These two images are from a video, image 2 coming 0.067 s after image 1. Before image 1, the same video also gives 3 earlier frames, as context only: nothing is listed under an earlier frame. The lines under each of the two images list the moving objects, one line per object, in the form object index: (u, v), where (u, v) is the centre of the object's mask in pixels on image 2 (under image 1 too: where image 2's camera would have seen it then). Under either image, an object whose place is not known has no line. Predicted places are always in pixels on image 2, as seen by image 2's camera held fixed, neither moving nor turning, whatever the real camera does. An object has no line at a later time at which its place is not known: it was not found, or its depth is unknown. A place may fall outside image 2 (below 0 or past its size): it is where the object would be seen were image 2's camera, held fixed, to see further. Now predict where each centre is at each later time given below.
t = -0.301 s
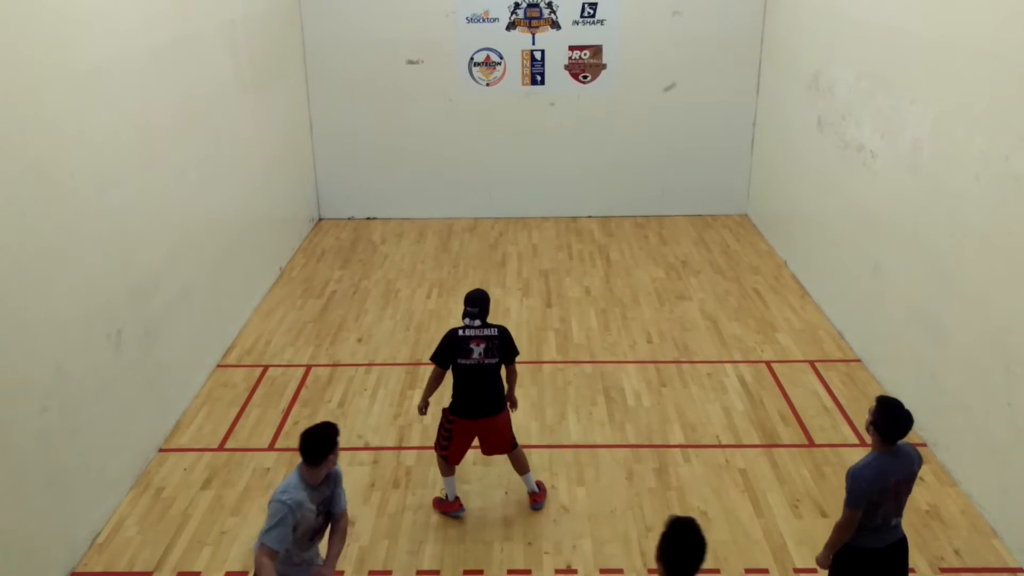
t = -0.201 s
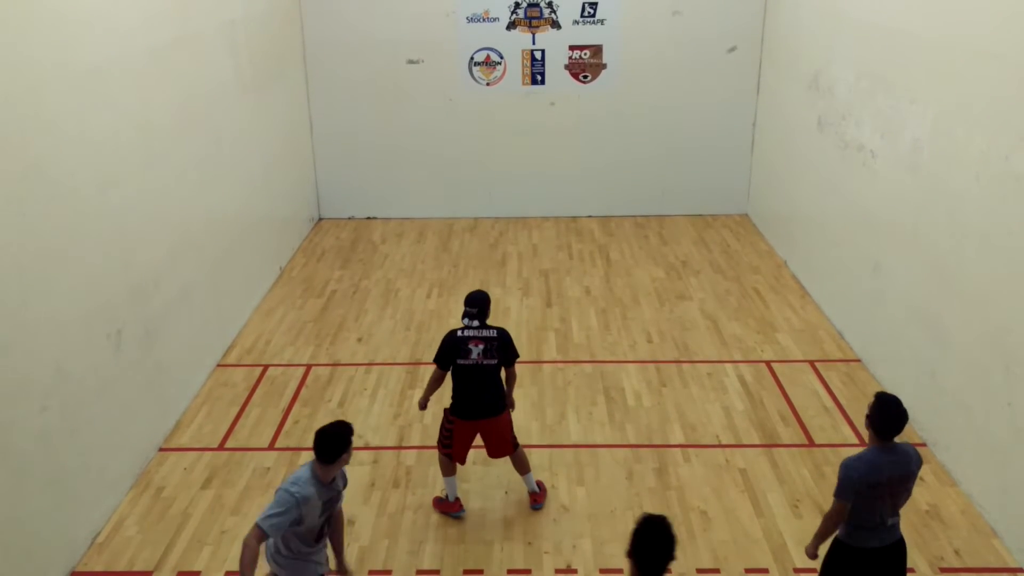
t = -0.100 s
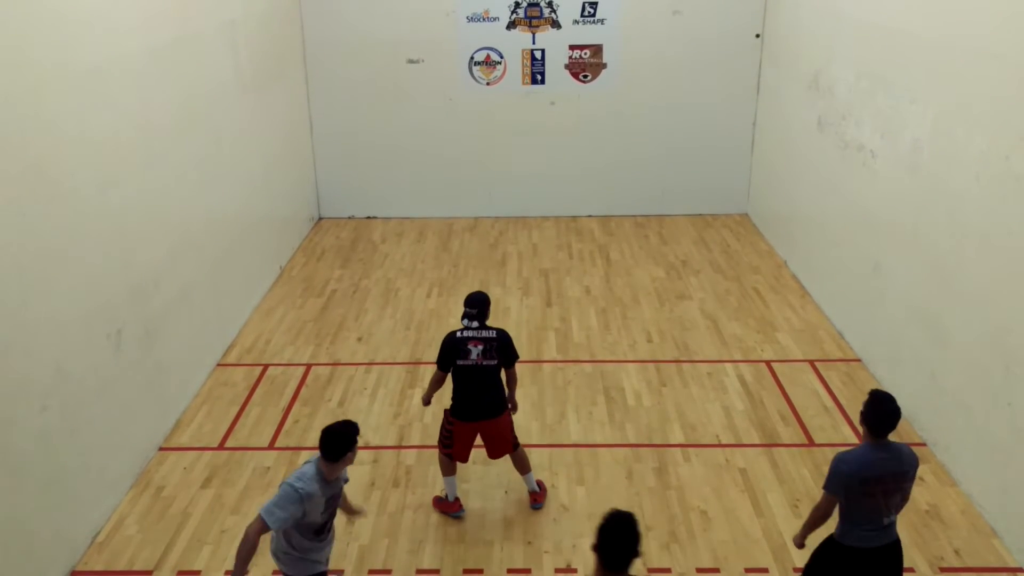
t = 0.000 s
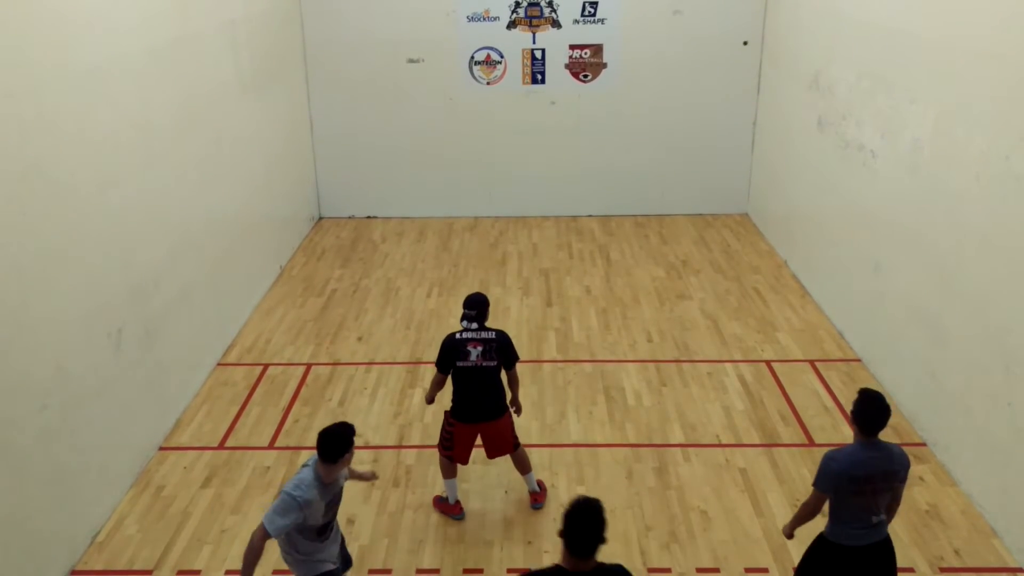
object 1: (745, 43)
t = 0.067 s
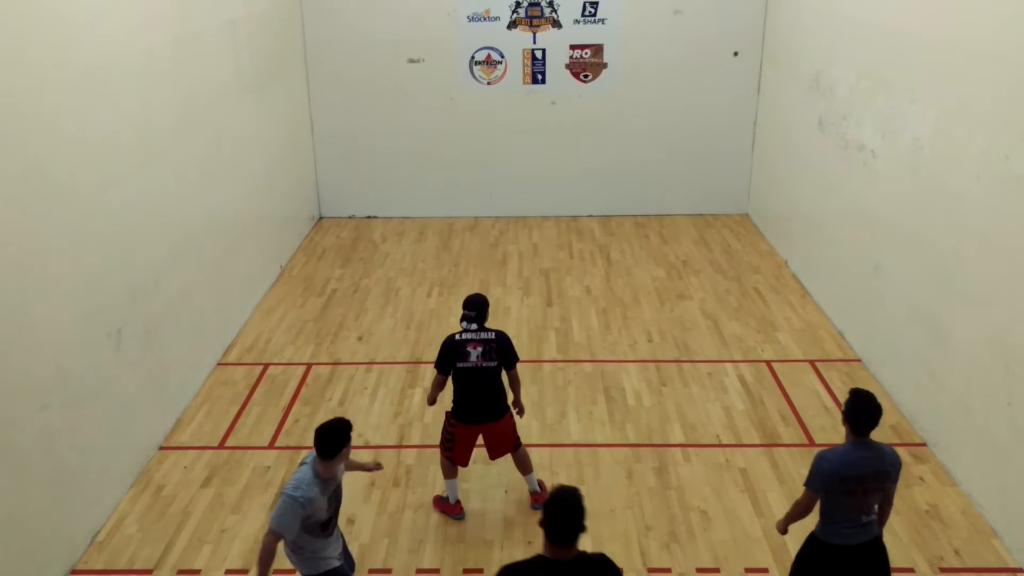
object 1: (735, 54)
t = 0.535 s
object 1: (624, 308)
